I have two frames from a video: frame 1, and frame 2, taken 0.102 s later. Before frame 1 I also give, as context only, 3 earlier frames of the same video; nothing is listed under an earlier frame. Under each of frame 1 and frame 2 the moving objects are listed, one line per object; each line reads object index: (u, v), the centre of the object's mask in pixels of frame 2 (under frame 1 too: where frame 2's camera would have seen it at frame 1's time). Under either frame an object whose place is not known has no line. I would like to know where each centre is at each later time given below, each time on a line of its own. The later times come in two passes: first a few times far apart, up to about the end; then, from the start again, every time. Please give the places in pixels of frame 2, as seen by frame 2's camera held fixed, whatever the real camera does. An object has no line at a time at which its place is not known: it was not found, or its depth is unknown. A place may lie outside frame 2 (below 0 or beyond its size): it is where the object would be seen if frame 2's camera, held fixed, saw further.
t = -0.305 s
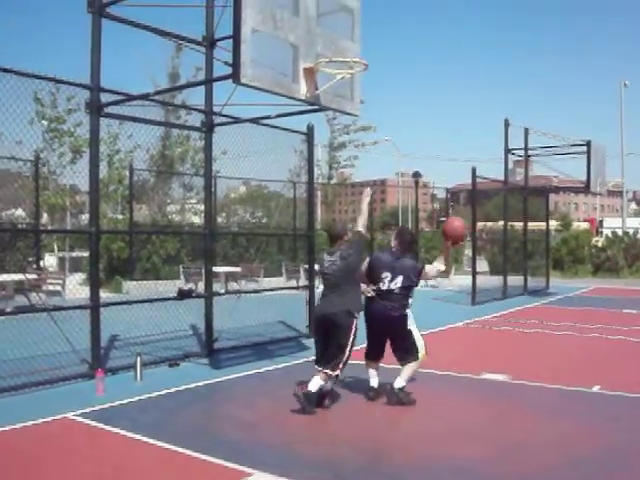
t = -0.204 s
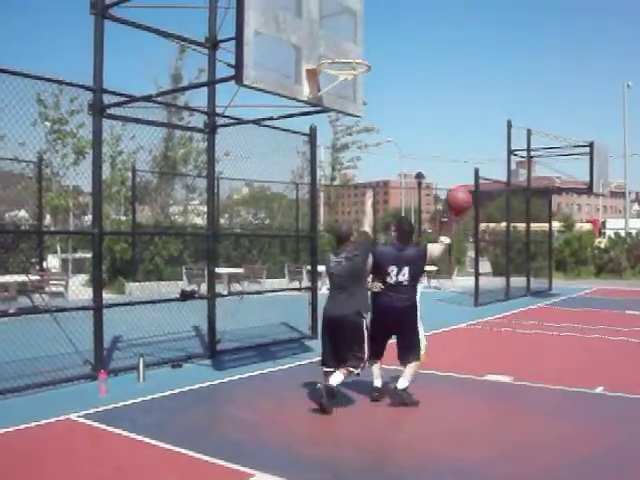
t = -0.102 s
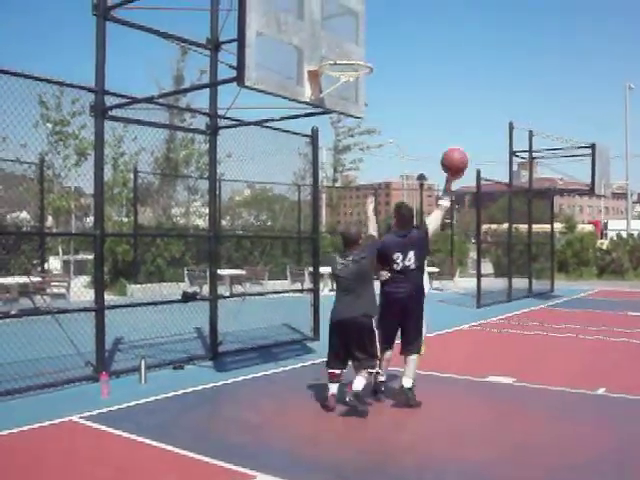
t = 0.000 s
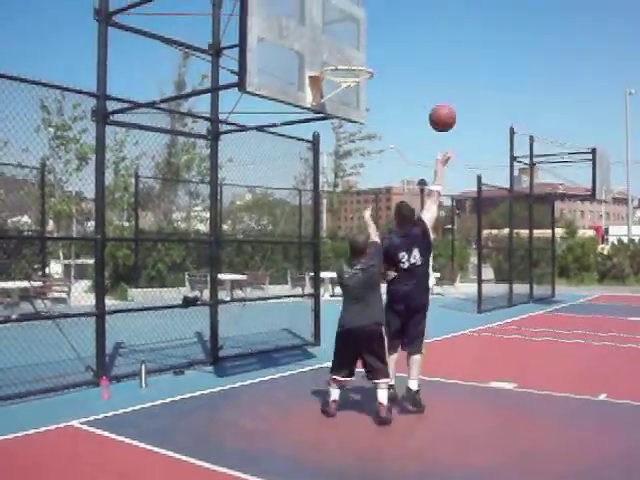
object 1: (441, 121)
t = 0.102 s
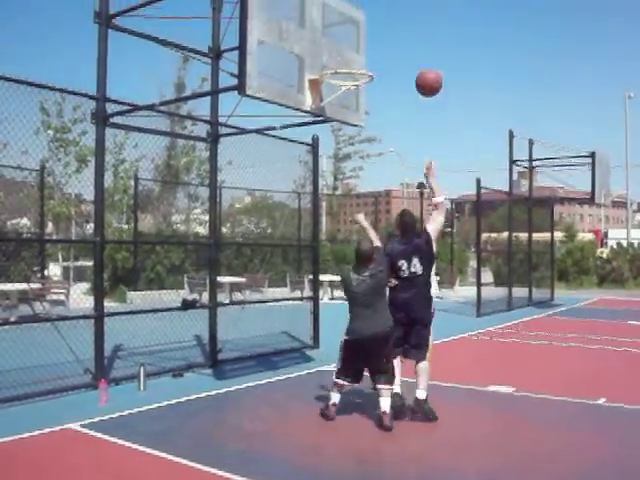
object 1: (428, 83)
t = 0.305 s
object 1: (403, 39)
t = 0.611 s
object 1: (368, 60)
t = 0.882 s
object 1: (386, 77)
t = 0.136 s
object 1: (424, 72)
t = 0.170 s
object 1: (420, 62)
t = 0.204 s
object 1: (416, 55)
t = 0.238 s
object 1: (411, 48)
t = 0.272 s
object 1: (408, 43)
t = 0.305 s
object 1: (403, 39)
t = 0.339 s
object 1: (399, 37)
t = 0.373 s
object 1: (395, 36)
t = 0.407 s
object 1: (391, 37)
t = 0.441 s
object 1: (386, 38)
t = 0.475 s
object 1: (383, 40)
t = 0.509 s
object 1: (378, 45)
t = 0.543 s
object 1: (375, 49)
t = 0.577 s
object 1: (370, 57)
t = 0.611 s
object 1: (368, 60)
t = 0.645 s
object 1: (370, 58)
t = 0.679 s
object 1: (372, 56)
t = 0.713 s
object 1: (374, 56)
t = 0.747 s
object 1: (376, 58)
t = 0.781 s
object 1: (379, 61)
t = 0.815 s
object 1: (381, 65)
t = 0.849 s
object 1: (384, 70)
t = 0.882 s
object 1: (386, 77)
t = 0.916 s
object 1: (389, 86)
